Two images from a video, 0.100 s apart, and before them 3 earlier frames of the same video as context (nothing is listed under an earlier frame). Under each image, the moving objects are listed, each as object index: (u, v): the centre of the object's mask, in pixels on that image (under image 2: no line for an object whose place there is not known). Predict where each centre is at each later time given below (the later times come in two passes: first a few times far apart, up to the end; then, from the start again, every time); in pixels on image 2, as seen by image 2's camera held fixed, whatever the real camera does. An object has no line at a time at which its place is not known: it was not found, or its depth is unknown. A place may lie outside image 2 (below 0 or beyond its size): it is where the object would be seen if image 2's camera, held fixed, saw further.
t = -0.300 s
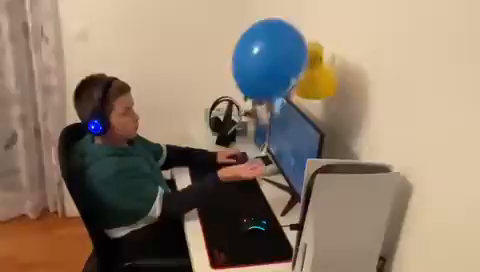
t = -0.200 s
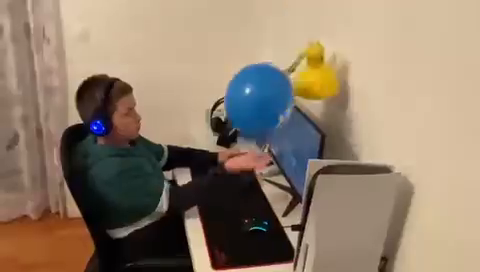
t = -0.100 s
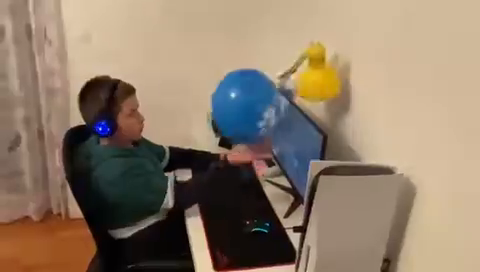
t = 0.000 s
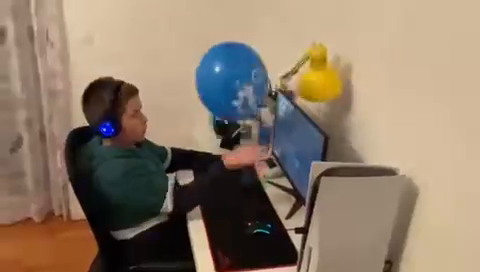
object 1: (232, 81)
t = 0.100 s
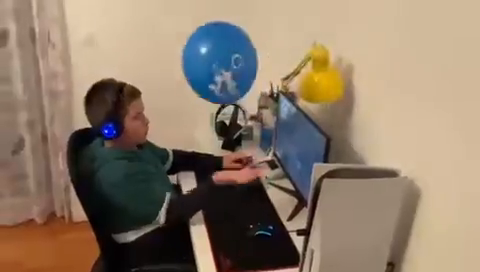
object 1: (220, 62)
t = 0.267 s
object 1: (197, 45)
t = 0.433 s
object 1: (174, 51)
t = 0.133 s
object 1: (215, 57)
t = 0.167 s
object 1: (211, 53)
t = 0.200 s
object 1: (206, 49)
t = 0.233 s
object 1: (201, 47)
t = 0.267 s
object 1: (197, 45)
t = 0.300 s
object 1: (192, 45)
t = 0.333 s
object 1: (188, 45)
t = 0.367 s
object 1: (183, 46)
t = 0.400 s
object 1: (178, 48)
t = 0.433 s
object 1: (174, 51)
